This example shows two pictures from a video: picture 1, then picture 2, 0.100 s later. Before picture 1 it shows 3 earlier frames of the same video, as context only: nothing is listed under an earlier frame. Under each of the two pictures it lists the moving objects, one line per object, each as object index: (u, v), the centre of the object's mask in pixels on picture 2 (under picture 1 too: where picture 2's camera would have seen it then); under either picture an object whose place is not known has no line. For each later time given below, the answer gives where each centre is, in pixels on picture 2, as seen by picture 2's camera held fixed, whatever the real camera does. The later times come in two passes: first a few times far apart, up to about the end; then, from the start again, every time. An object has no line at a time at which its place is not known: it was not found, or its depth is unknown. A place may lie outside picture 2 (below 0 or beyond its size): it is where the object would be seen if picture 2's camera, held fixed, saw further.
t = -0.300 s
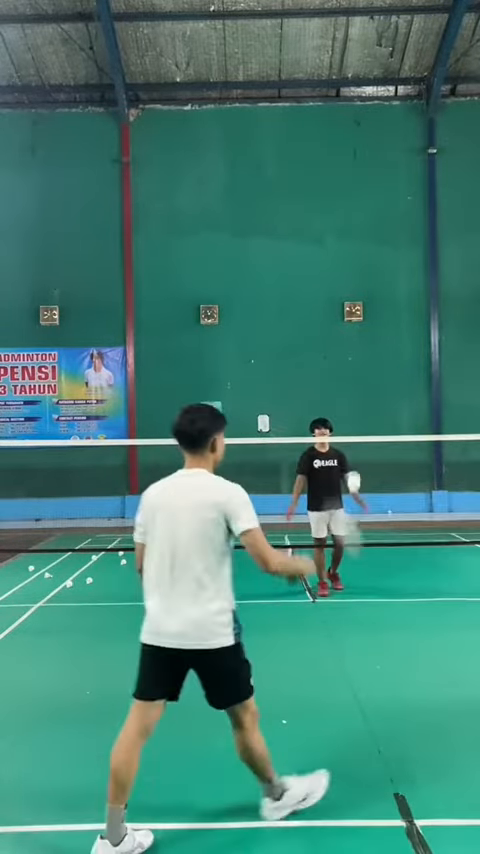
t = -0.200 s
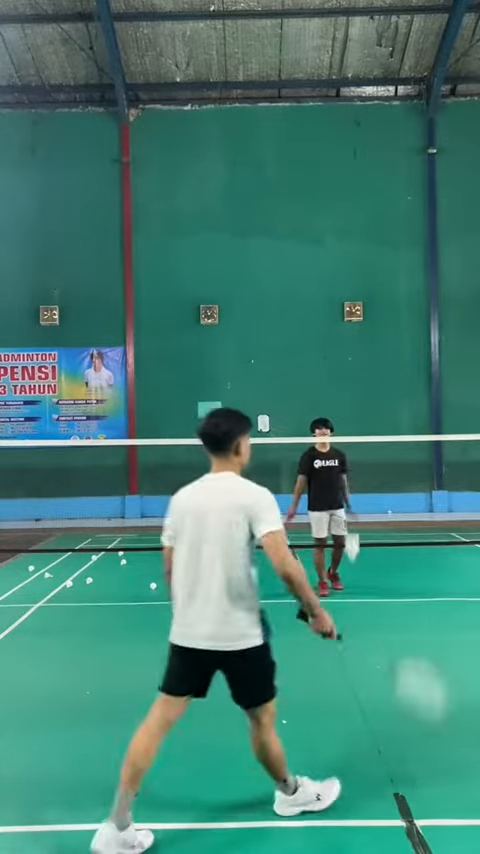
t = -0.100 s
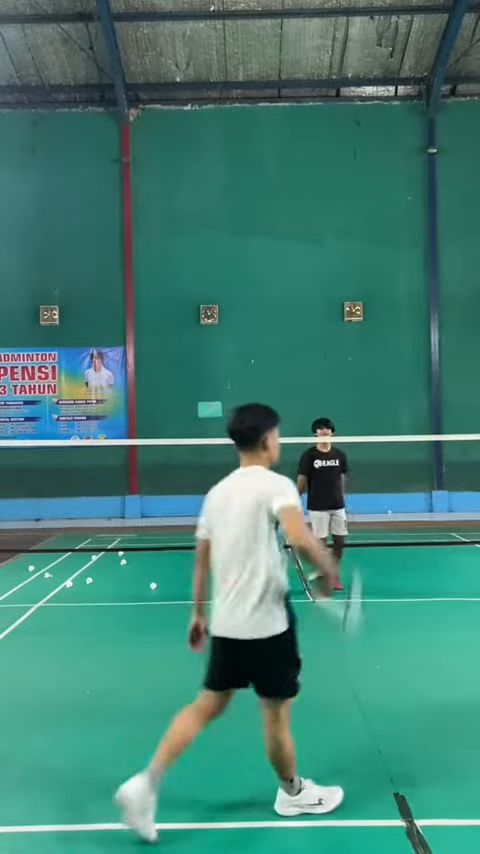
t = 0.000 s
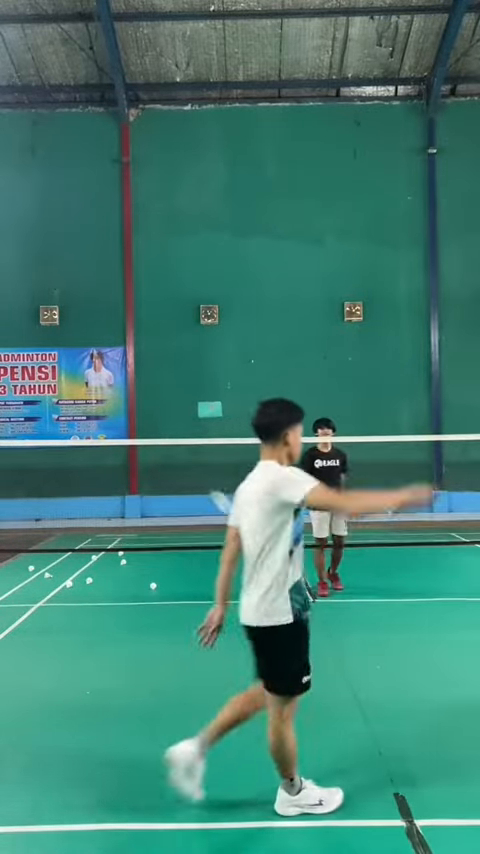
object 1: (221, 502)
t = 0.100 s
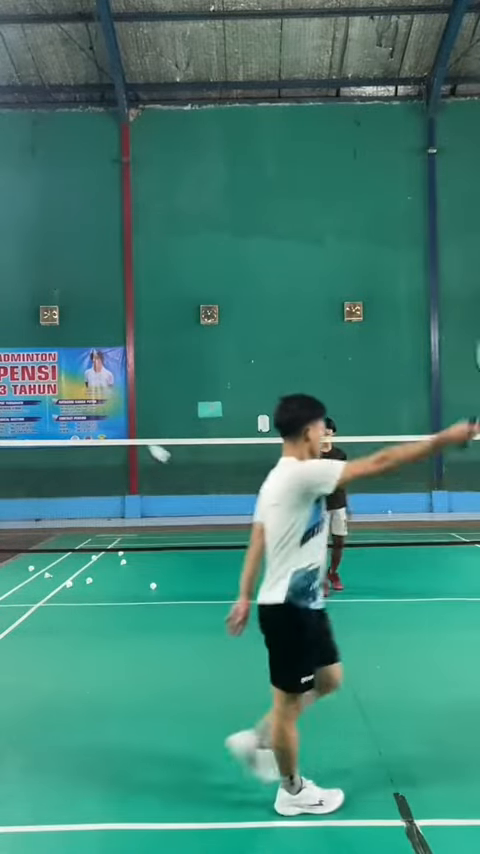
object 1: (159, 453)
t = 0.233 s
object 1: (99, 424)
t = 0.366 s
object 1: (57, 429)
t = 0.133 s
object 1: (141, 441)
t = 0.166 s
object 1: (126, 433)
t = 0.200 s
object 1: (112, 427)
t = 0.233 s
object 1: (99, 424)
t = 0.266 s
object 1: (88, 424)
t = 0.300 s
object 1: (76, 423)
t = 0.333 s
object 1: (66, 426)
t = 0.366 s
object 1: (57, 429)
